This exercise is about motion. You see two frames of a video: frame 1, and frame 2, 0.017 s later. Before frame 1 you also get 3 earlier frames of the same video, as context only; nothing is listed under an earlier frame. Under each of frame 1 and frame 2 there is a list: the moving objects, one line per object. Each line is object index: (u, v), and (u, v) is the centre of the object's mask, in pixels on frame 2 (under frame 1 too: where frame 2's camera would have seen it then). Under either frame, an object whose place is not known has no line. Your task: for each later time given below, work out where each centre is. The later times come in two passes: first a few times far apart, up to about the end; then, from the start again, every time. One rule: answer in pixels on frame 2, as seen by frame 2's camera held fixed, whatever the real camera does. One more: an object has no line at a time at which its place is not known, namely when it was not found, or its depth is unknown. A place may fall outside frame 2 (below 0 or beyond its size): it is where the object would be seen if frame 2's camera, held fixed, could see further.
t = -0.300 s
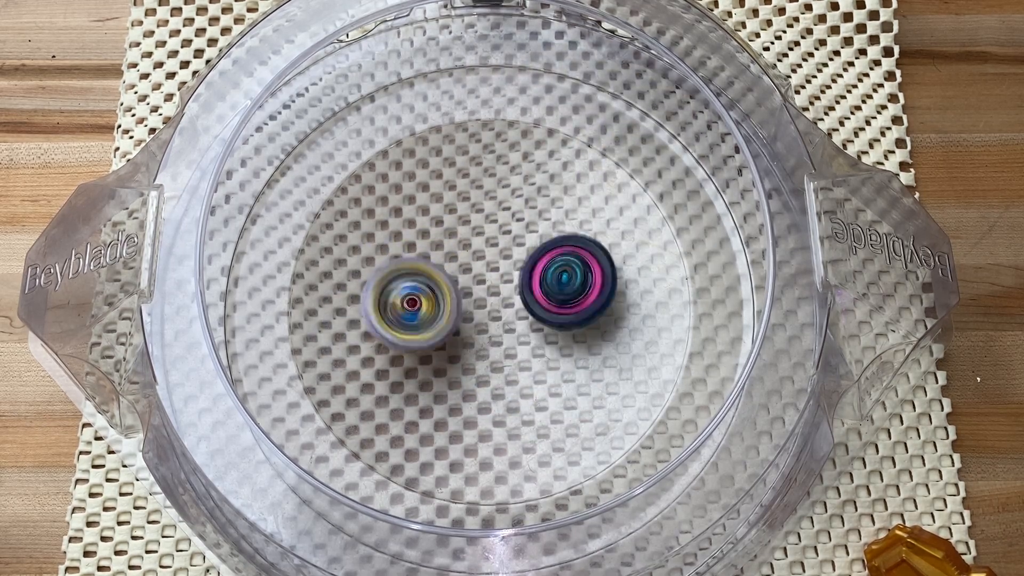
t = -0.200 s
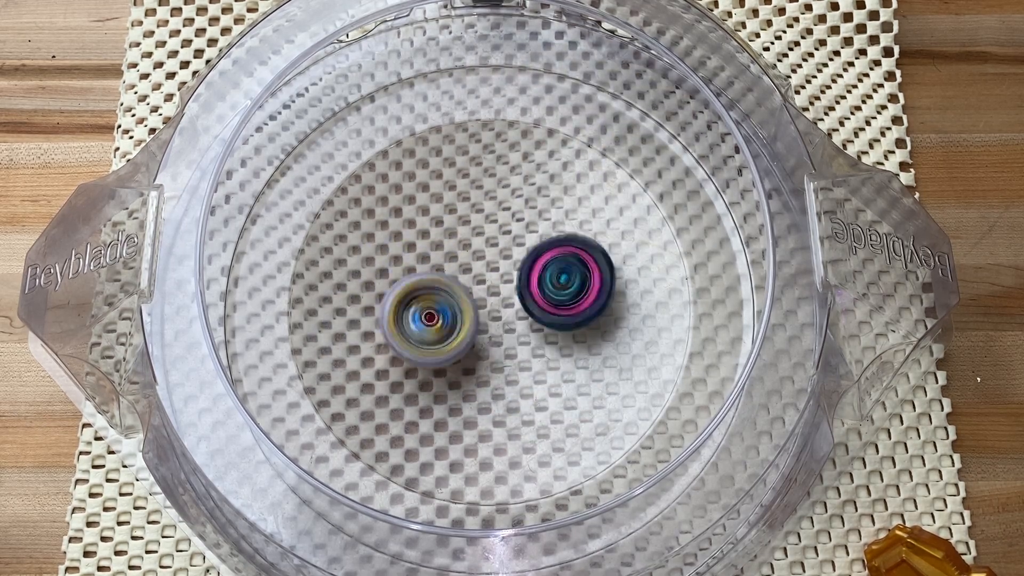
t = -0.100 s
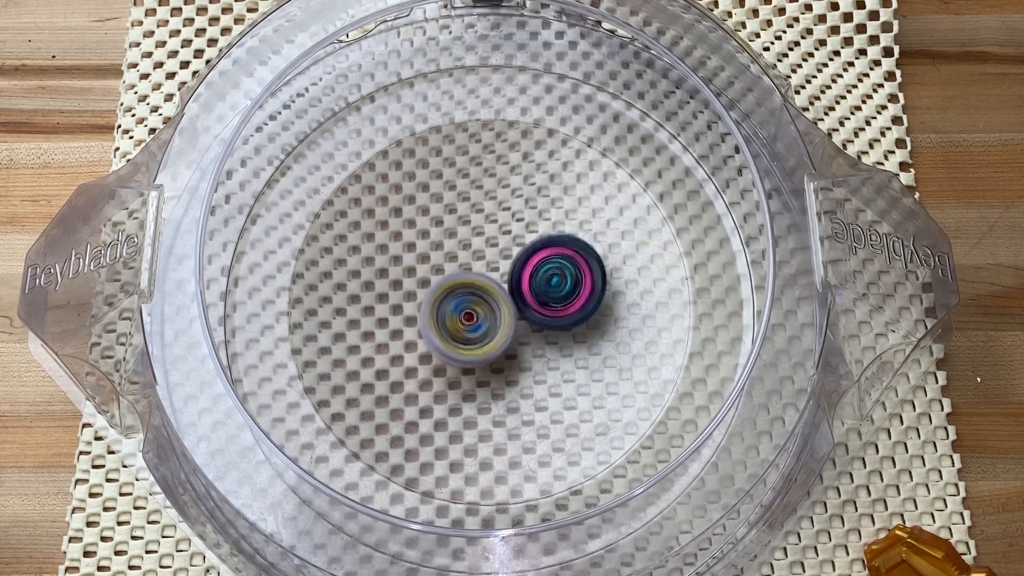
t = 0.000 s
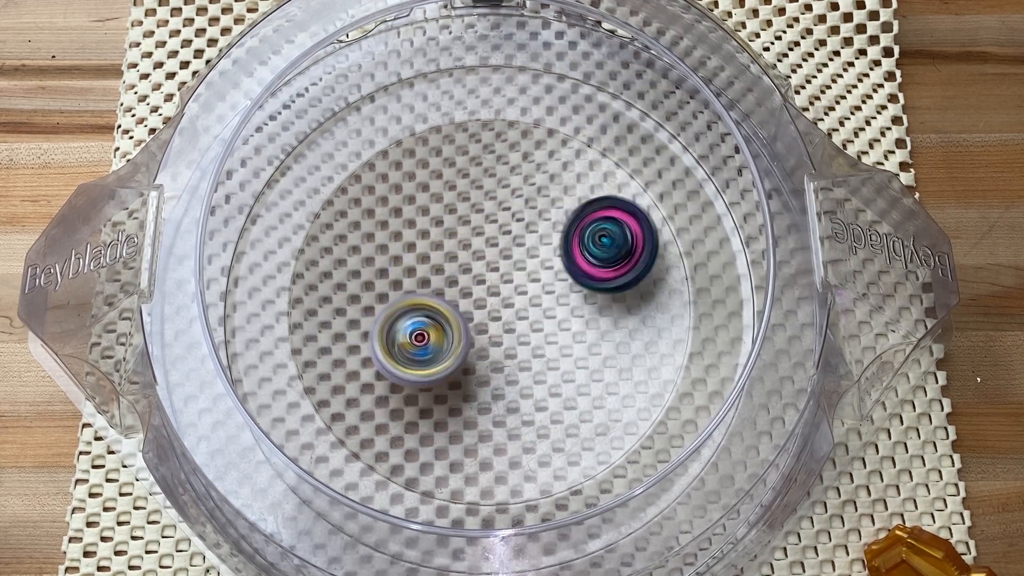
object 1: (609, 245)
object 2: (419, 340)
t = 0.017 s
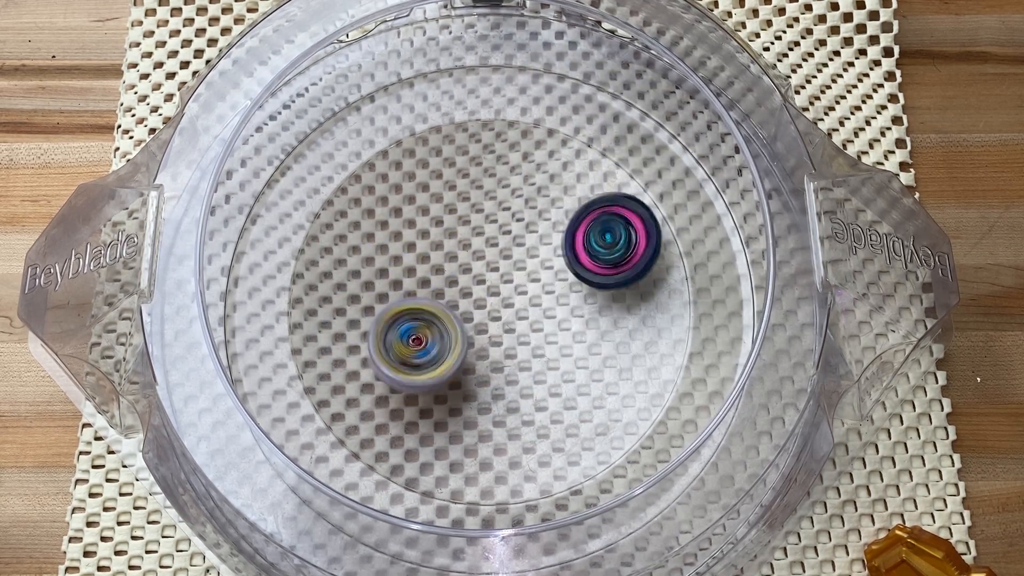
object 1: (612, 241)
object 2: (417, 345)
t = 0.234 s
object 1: (600, 242)
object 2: (439, 358)
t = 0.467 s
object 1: (571, 236)
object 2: (454, 329)
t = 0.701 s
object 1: (525, 241)
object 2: (435, 365)
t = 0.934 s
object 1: (468, 225)
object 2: (490, 369)
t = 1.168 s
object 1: (447, 244)
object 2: (524, 308)
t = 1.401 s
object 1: (397, 292)
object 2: (569, 294)
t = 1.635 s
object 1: (431, 349)
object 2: (573, 292)
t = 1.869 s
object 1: (458, 360)
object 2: (532, 293)
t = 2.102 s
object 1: (444, 362)
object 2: (509, 267)
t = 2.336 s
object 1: (449, 370)
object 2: (479, 250)
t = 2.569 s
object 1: (460, 366)
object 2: (483, 263)
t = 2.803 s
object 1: (466, 345)
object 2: (528, 252)
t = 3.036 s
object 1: (450, 335)
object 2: (543, 271)
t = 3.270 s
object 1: (438, 325)
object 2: (532, 319)
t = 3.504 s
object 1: (437, 298)
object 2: (514, 364)
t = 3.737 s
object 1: (456, 273)
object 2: (480, 359)
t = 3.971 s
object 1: (491, 266)
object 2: (453, 347)
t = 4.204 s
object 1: (495, 276)
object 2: (460, 343)
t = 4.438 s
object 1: (501, 275)
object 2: (458, 341)
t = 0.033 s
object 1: (612, 240)
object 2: (412, 348)
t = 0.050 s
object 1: (612, 240)
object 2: (413, 349)
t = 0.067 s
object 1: (612, 240)
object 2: (412, 352)
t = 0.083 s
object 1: (612, 241)
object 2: (412, 351)
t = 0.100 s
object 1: (610, 241)
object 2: (413, 354)
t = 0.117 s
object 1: (610, 240)
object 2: (413, 355)
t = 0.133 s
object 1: (609, 240)
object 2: (417, 357)
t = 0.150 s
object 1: (608, 241)
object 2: (419, 359)
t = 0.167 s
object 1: (607, 241)
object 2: (423, 358)
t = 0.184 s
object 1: (605, 240)
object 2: (425, 359)
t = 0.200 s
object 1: (604, 241)
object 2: (428, 359)
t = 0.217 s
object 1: (602, 242)
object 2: (434, 359)
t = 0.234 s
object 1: (600, 242)
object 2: (439, 358)
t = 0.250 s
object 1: (598, 243)
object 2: (446, 356)
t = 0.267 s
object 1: (596, 244)
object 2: (452, 353)
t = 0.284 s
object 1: (593, 245)
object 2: (457, 349)
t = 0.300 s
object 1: (590, 247)
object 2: (463, 345)
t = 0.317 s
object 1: (586, 248)
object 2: (467, 342)
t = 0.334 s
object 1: (582, 251)
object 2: (474, 337)
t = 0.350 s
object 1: (578, 253)
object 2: (478, 333)
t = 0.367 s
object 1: (573, 255)
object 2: (482, 326)
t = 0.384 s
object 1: (569, 257)
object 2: (485, 321)
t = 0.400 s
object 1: (564, 259)
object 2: (487, 316)
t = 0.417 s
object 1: (563, 258)
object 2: (484, 314)
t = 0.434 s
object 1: (567, 250)
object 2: (471, 320)
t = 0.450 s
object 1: (570, 242)
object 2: (463, 325)
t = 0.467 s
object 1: (571, 236)
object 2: (454, 329)
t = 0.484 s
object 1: (572, 230)
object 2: (447, 333)
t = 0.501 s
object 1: (569, 227)
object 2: (443, 337)
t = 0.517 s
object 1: (567, 223)
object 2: (439, 341)
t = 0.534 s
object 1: (563, 222)
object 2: (437, 343)
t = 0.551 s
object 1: (559, 222)
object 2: (435, 346)
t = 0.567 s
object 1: (555, 223)
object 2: (431, 348)
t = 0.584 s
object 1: (552, 225)
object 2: (431, 352)
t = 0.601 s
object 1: (549, 226)
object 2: (429, 356)
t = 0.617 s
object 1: (545, 229)
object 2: (430, 357)
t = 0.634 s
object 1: (542, 231)
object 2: (429, 360)
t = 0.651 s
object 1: (538, 233)
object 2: (428, 361)
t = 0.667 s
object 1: (534, 236)
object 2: (430, 364)
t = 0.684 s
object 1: (529, 238)
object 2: (432, 366)
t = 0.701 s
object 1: (525, 241)
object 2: (435, 365)
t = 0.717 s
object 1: (520, 244)
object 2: (438, 366)
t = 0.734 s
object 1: (515, 247)
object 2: (439, 365)
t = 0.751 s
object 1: (510, 250)
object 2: (445, 364)
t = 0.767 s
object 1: (505, 253)
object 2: (450, 362)
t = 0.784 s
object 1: (500, 256)
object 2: (455, 357)
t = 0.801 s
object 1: (496, 259)
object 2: (460, 354)
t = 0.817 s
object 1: (492, 261)
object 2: (463, 349)
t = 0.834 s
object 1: (489, 261)
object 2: (469, 345)
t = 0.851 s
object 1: (486, 259)
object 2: (471, 349)
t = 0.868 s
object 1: (483, 249)
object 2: (475, 355)
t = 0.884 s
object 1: (478, 242)
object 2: (479, 362)
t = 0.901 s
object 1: (477, 235)
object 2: (480, 366)
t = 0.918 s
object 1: (471, 229)
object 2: (487, 367)
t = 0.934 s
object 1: (468, 225)
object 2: (490, 369)
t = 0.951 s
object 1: (465, 221)
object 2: (493, 367)
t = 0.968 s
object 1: (461, 218)
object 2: (499, 366)
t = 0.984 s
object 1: (457, 217)
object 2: (504, 364)
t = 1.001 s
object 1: (454, 217)
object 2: (508, 359)
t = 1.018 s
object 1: (452, 217)
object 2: (512, 355)
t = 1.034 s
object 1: (452, 219)
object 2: (515, 352)
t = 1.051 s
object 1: (451, 221)
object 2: (519, 346)
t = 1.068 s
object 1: (450, 225)
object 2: (521, 341)
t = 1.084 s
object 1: (450, 227)
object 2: (522, 335)
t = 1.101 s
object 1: (448, 230)
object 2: (524, 330)
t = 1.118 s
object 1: (448, 233)
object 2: (525, 325)
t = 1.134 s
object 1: (448, 236)
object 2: (525, 318)
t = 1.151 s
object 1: (447, 239)
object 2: (525, 313)
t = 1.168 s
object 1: (447, 244)
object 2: (524, 308)
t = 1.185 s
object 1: (446, 248)
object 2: (523, 302)
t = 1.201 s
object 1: (444, 252)
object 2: (523, 297)
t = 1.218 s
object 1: (442, 256)
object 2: (521, 292)
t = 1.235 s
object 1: (442, 259)
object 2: (523, 290)
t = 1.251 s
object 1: (436, 259)
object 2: (534, 293)
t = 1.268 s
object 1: (428, 258)
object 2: (542, 295)
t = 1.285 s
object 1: (420, 259)
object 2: (550, 296)
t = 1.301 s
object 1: (414, 262)
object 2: (557, 299)
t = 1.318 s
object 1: (408, 264)
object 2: (560, 299)
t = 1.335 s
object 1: (405, 269)
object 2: (563, 298)
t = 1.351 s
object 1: (402, 274)
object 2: (565, 299)
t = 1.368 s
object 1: (399, 279)
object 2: (565, 297)
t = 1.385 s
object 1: (397, 286)
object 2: (567, 295)
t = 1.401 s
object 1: (397, 292)
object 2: (569, 294)
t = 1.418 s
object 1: (398, 297)
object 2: (569, 293)
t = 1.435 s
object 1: (396, 303)
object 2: (571, 291)
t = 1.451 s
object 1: (398, 310)
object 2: (573, 290)
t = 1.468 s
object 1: (400, 315)
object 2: (573, 290)
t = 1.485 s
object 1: (402, 320)
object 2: (574, 288)
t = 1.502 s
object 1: (403, 325)
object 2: (575, 287)
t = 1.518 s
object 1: (407, 331)
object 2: (577, 288)
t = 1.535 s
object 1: (411, 335)
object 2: (577, 286)
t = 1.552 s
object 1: (414, 338)
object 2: (579, 287)
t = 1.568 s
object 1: (416, 342)
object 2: (579, 287)
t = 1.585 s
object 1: (420, 345)
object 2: (578, 288)
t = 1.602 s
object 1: (424, 346)
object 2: (578, 289)
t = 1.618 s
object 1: (428, 348)
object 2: (577, 290)
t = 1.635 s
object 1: (431, 349)
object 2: (573, 292)
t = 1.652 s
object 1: (435, 350)
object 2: (572, 291)
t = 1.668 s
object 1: (438, 351)
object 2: (569, 292)
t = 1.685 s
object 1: (441, 351)
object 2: (567, 294)
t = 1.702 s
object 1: (443, 352)
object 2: (562, 293)
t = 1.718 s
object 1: (446, 353)
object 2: (559, 295)
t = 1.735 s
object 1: (450, 352)
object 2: (555, 297)
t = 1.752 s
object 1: (452, 352)
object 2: (548, 297)
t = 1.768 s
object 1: (455, 352)
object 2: (544, 298)
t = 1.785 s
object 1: (458, 352)
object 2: (539, 298)
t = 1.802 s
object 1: (458, 354)
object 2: (538, 299)
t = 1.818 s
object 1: (456, 356)
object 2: (539, 296)
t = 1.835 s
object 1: (456, 358)
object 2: (537, 295)
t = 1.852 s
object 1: (458, 359)
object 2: (535, 296)
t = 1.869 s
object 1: (458, 360)
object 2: (532, 293)
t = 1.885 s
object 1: (458, 360)
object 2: (530, 293)
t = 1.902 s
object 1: (458, 360)
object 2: (528, 291)
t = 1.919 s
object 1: (456, 361)
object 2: (525, 288)
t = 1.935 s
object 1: (454, 363)
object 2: (527, 284)
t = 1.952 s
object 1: (454, 365)
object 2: (525, 284)
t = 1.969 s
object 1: (455, 365)
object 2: (521, 285)
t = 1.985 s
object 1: (456, 364)
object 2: (517, 282)
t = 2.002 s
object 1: (456, 362)
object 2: (514, 282)
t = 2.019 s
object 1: (456, 361)
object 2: (511, 279)
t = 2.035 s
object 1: (450, 361)
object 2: (512, 276)
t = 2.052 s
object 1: (446, 362)
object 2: (514, 271)
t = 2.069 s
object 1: (444, 363)
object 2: (513, 270)
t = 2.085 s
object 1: (443, 363)
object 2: (512, 268)
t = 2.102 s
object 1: (444, 362)
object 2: (509, 267)
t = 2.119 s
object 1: (445, 361)
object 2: (507, 264)
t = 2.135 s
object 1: (445, 359)
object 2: (503, 263)
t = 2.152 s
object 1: (444, 358)
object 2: (501, 261)
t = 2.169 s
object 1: (443, 356)
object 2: (497, 261)
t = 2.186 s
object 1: (443, 355)
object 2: (494, 259)
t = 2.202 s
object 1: (443, 353)
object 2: (491, 260)
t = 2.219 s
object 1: (446, 351)
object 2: (488, 261)
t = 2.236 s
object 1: (447, 351)
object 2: (484, 261)
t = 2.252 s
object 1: (447, 351)
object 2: (482, 260)
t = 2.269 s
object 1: (447, 355)
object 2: (481, 257)
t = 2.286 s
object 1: (447, 361)
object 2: (482, 254)
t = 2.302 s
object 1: (447, 365)
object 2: (480, 251)
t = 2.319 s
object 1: (448, 368)
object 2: (480, 249)
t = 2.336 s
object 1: (449, 370)
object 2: (479, 250)
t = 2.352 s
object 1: (450, 370)
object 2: (477, 251)
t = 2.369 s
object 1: (451, 369)
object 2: (474, 251)
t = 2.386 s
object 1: (453, 368)
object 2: (473, 251)
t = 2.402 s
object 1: (452, 366)
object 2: (472, 254)
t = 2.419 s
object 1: (451, 364)
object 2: (471, 257)
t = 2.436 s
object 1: (451, 362)
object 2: (469, 261)
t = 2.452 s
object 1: (451, 362)
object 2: (469, 262)
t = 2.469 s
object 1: (451, 361)
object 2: (470, 266)
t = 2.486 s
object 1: (453, 360)
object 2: (470, 268)
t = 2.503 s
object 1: (453, 362)
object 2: (472, 269)
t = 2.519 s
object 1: (453, 365)
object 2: (475, 263)
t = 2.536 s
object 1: (454, 367)
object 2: (480, 262)
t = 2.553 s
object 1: (457, 367)
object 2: (482, 263)
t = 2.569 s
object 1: (460, 366)
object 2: (483, 263)
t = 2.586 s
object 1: (462, 364)
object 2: (484, 263)
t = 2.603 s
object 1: (463, 361)
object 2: (486, 261)
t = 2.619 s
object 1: (464, 359)
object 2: (488, 262)
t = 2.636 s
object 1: (466, 357)
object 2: (491, 262)
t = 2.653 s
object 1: (468, 356)
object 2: (494, 263)
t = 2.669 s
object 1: (470, 354)
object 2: (498, 261)
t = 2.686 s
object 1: (471, 352)
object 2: (501, 260)
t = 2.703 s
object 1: (472, 350)
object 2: (503, 261)
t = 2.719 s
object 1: (471, 348)
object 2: (505, 261)
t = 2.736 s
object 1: (467, 350)
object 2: (511, 256)
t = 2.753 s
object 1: (465, 350)
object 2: (517, 251)
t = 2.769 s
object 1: (465, 349)
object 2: (521, 250)
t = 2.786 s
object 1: (465, 347)
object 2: (525, 250)
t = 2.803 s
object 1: (466, 345)
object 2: (528, 252)
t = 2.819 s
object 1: (465, 343)
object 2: (527, 254)
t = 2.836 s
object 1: (464, 341)
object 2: (526, 256)
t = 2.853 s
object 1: (463, 339)
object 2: (524, 259)
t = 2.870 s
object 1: (463, 337)
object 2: (521, 260)
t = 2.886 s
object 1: (465, 333)
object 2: (520, 260)
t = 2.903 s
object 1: (468, 330)
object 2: (520, 262)
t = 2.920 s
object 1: (468, 331)
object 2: (519, 262)
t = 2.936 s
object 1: (469, 333)
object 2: (521, 260)
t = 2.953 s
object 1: (469, 333)
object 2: (524, 263)
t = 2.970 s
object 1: (466, 336)
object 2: (528, 266)
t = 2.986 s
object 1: (462, 337)
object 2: (532, 264)
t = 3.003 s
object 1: (458, 337)
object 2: (537, 263)
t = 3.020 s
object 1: (454, 335)
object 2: (542, 266)
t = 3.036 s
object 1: (450, 335)
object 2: (543, 271)
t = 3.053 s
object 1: (447, 334)
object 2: (544, 275)
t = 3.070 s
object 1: (445, 334)
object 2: (543, 279)
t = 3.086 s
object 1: (444, 335)
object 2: (541, 283)
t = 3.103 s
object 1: (443, 336)
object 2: (540, 287)
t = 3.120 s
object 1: (444, 336)
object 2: (538, 290)
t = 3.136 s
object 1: (445, 336)
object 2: (536, 294)
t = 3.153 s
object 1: (446, 334)
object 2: (534, 300)
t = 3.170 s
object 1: (444, 333)
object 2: (533, 303)
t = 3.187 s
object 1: (442, 332)
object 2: (536, 305)
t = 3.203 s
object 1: (441, 329)
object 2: (536, 307)
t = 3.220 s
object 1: (441, 328)
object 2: (536, 311)
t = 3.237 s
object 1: (440, 326)
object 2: (535, 314)
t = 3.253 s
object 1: (439, 325)
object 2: (534, 316)
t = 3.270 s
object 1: (438, 325)
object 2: (532, 319)
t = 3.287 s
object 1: (439, 326)
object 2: (531, 322)
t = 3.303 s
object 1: (441, 327)
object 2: (530, 326)
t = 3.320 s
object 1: (441, 328)
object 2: (527, 330)
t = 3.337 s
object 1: (439, 327)
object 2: (527, 334)
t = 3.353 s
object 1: (437, 327)
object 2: (526, 339)
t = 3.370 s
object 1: (436, 325)
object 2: (525, 344)
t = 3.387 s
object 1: (437, 323)
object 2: (523, 347)
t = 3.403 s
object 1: (438, 320)
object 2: (522, 351)
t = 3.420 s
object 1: (439, 316)
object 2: (520, 355)
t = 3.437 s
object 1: (439, 312)
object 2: (519, 357)
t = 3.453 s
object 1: (439, 308)
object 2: (518, 360)
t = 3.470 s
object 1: (439, 305)
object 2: (517, 361)
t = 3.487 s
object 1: (438, 301)
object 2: (516, 363)
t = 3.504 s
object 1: (437, 298)
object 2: (514, 364)
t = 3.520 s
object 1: (437, 295)
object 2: (511, 365)
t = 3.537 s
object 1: (437, 292)
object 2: (509, 365)
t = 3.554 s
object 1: (438, 291)
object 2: (508, 366)
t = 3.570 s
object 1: (441, 290)
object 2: (504, 366)
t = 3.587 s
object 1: (444, 291)
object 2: (501, 365)
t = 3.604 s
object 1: (448, 292)
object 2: (498, 365)
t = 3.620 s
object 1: (450, 290)
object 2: (496, 366)
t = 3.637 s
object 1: (452, 287)
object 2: (493, 366)
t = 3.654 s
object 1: (453, 284)
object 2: (492, 366)
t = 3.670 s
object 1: (453, 281)
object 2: (490, 366)
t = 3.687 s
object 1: (452, 278)
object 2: (488, 365)
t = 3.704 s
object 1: (453, 275)
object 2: (485, 364)
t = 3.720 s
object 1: (454, 273)
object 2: (482, 362)
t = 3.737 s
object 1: (456, 273)
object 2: (480, 359)
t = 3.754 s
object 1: (459, 272)
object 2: (477, 358)
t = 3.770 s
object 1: (461, 270)
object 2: (474, 357)
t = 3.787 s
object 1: (464, 269)
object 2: (472, 356)
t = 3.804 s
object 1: (466, 268)
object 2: (470, 354)
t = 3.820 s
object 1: (469, 268)
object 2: (467, 353)
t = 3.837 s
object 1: (471, 266)
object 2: (465, 353)
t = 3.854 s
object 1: (474, 265)
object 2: (462, 353)
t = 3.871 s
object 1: (476, 265)
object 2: (460, 352)
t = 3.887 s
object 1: (478, 265)
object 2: (458, 351)
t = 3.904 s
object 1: (481, 265)
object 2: (456, 350)
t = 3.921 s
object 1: (483, 264)
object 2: (454, 350)
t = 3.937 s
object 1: (486, 265)
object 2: (453, 349)
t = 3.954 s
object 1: (488, 265)
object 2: (453, 348)
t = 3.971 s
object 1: (491, 266)
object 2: (453, 347)
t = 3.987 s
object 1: (494, 268)
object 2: (453, 346)
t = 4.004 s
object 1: (496, 269)
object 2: (453, 346)
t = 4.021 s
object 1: (497, 271)
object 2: (454, 345)
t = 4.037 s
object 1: (498, 272)
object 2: (455, 344)
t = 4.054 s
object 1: (498, 274)
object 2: (456, 344)
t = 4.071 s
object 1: (497, 275)
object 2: (457, 344)
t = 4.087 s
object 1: (497, 276)
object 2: (458, 344)
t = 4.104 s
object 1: (497, 277)
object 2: (459, 344)
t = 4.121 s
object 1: (496, 278)
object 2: (460, 344)
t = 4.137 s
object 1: (495, 278)
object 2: (461, 344)
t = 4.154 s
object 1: (495, 277)
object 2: (461, 343)
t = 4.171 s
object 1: (495, 276)
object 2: (461, 343)
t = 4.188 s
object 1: (495, 276)
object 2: (460, 343)
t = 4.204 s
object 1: (495, 276)
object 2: (460, 343)
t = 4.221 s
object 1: (496, 275)
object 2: (459, 342)
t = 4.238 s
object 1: (497, 275)
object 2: (459, 342)
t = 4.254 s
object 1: (498, 275)
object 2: (458, 342)
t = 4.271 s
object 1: (499, 275)
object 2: (458, 341)
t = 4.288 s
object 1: (500, 276)
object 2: (457, 341)
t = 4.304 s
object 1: (500, 276)
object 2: (457, 341)
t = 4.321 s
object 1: (500, 276)
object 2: (457, 340)
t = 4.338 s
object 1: (500, 276)
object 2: (457, 340)
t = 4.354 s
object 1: (500, 275)
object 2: (457, 340)
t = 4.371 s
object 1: (500, 275)
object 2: (457, 340)
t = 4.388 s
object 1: (501, 275)
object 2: (457, 340)
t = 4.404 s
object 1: (501, 275)
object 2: (457, 340)
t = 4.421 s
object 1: (501, 275)
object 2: (458, 341)
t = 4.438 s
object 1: (501, 275)
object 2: (458, 341)
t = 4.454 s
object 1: (501, 275)
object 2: (459, 341)
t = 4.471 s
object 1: (501, 275)
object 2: (459, 341)
